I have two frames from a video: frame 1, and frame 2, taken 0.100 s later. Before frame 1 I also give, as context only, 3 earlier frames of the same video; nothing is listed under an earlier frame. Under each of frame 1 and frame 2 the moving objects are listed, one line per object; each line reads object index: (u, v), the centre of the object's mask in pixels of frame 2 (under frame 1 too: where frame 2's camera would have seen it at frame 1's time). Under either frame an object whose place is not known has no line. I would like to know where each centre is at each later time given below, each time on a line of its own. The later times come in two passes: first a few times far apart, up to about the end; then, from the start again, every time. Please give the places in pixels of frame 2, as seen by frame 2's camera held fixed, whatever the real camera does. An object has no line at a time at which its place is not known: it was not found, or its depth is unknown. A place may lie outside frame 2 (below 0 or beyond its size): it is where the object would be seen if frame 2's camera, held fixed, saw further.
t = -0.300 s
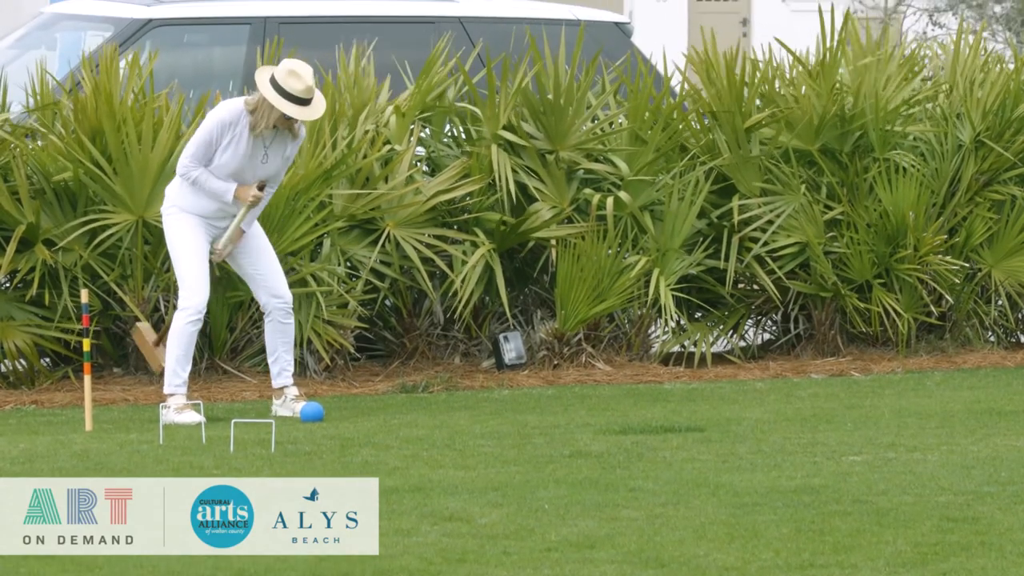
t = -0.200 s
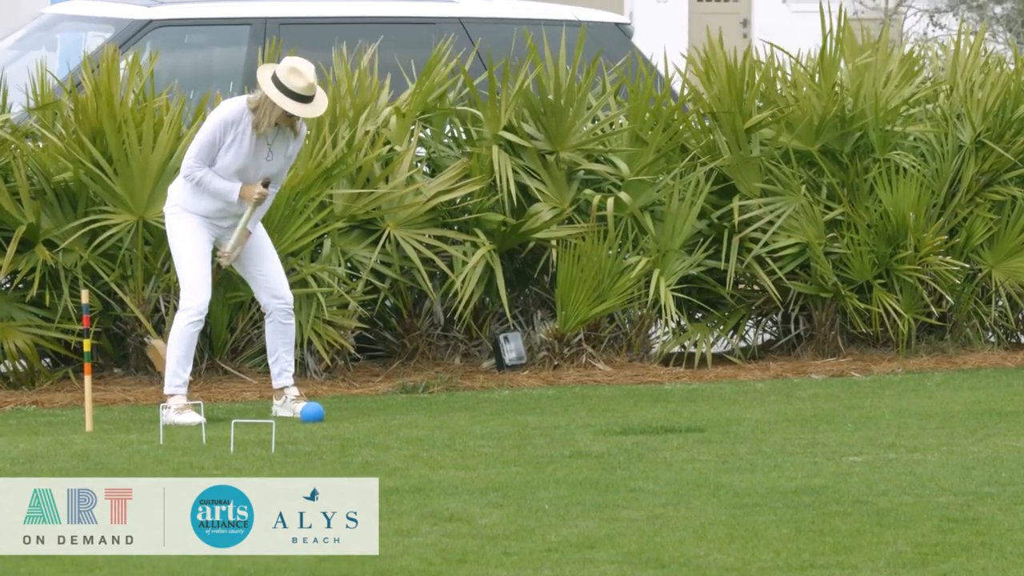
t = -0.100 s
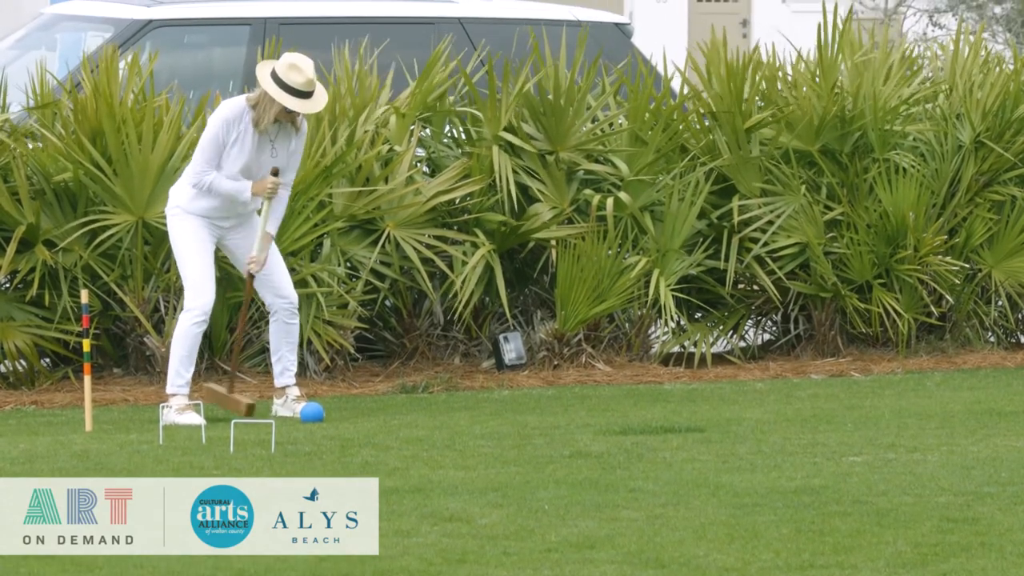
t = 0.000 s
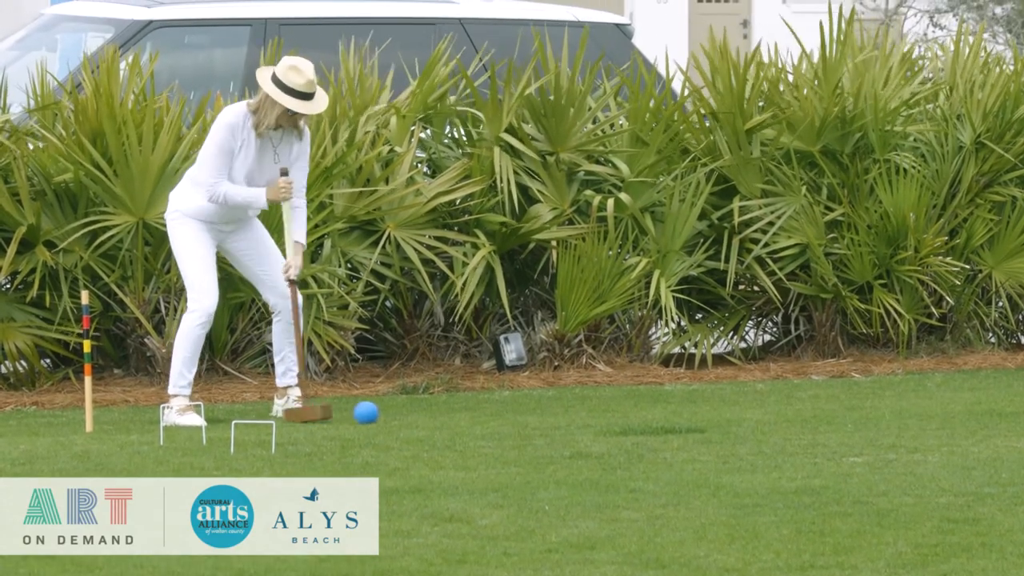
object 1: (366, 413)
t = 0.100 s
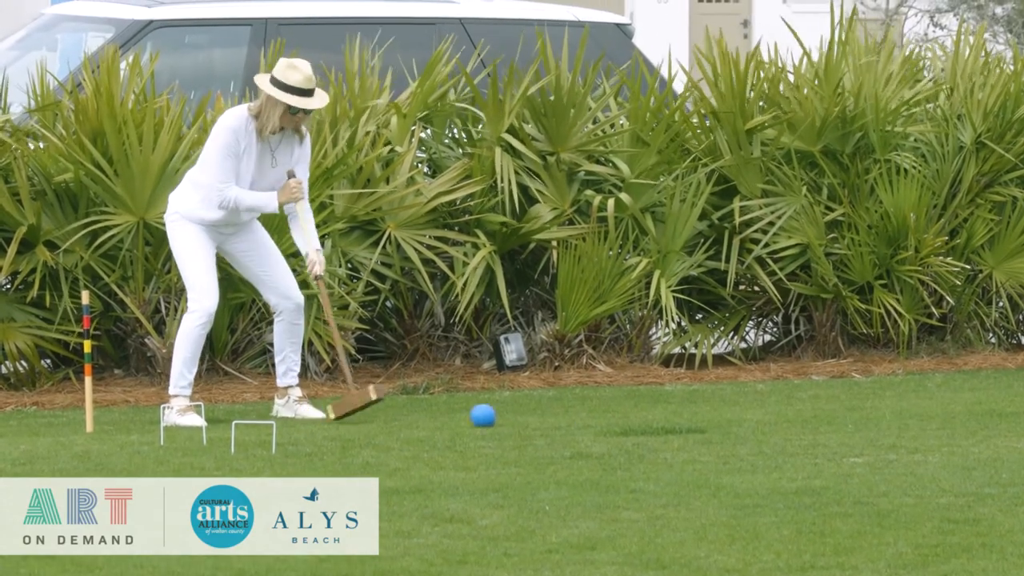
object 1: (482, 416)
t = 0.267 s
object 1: (654, 420)
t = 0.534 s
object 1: (887, 429)
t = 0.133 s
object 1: (519, 417)
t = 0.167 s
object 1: (555, 419)
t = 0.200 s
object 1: (588, 418)
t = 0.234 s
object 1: (622, 419)
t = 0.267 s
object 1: (654, 420)
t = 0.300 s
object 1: (683, 419)
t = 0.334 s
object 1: (712, 420)
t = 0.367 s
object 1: (741, 423)
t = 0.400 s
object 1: (771, 427)
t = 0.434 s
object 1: (800, 426)
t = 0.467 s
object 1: (828, 425)
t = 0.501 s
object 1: (857, 425)
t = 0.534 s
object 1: (887, 429)
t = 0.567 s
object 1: (916, 433)
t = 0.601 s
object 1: (945, 433)
